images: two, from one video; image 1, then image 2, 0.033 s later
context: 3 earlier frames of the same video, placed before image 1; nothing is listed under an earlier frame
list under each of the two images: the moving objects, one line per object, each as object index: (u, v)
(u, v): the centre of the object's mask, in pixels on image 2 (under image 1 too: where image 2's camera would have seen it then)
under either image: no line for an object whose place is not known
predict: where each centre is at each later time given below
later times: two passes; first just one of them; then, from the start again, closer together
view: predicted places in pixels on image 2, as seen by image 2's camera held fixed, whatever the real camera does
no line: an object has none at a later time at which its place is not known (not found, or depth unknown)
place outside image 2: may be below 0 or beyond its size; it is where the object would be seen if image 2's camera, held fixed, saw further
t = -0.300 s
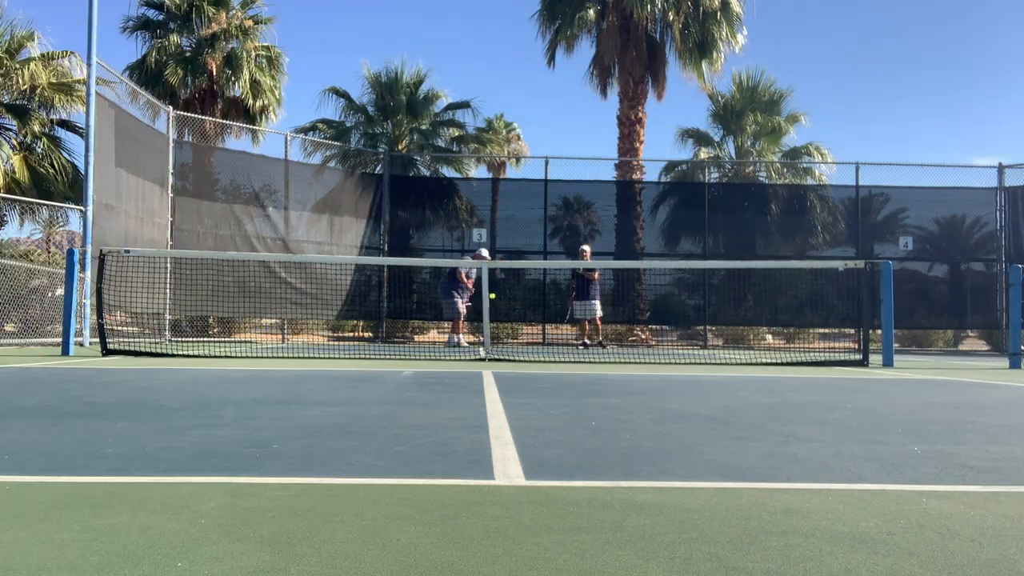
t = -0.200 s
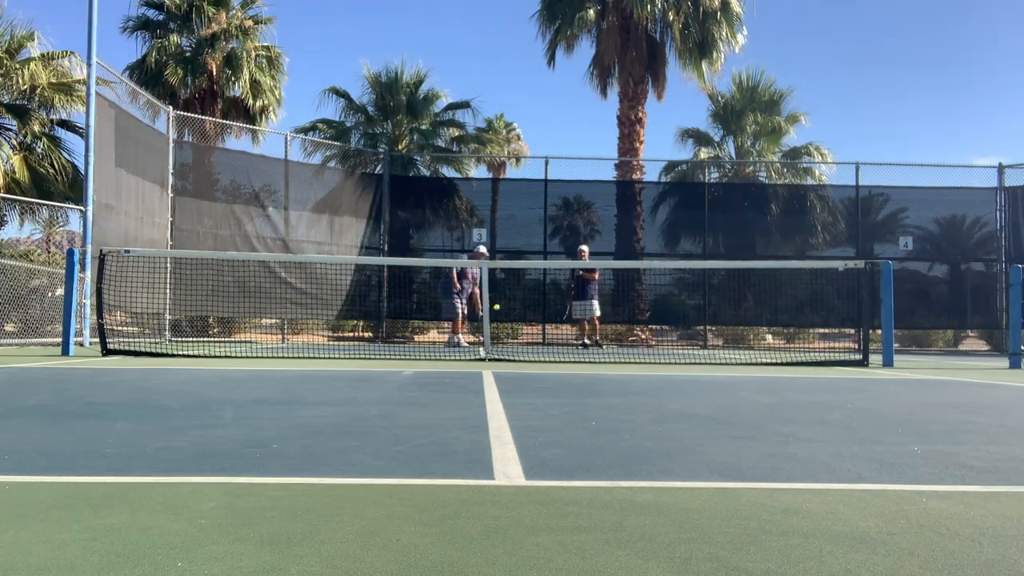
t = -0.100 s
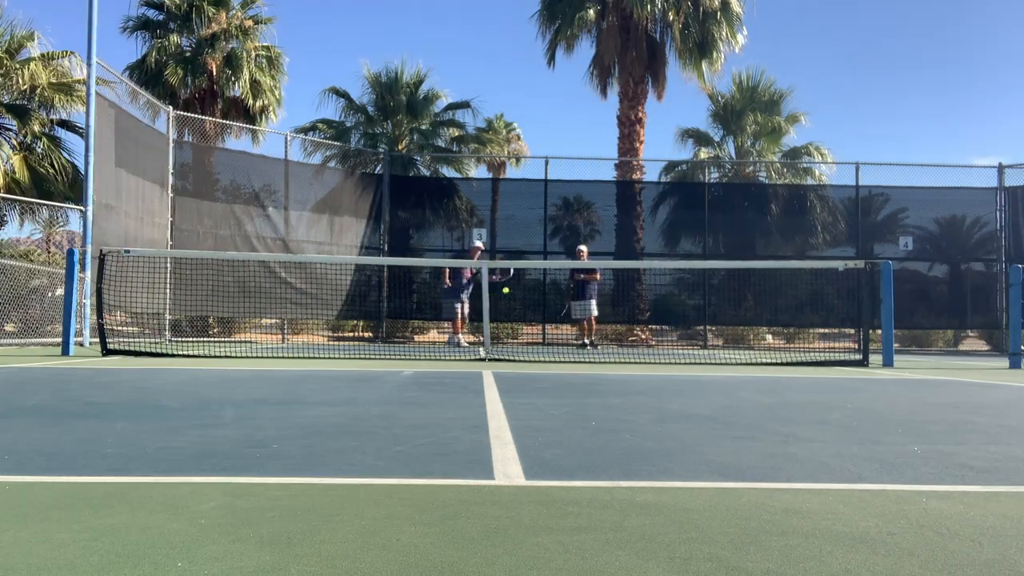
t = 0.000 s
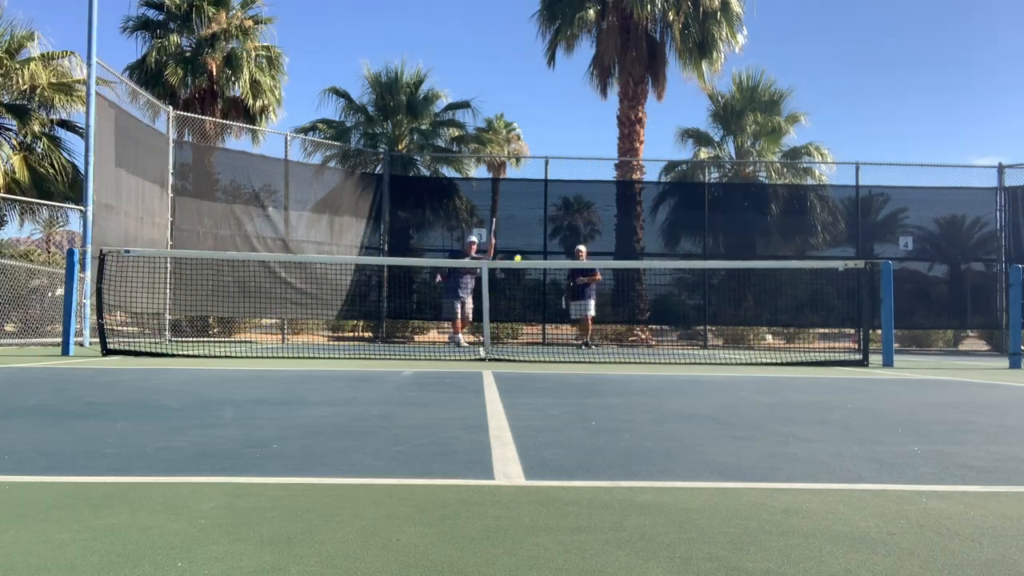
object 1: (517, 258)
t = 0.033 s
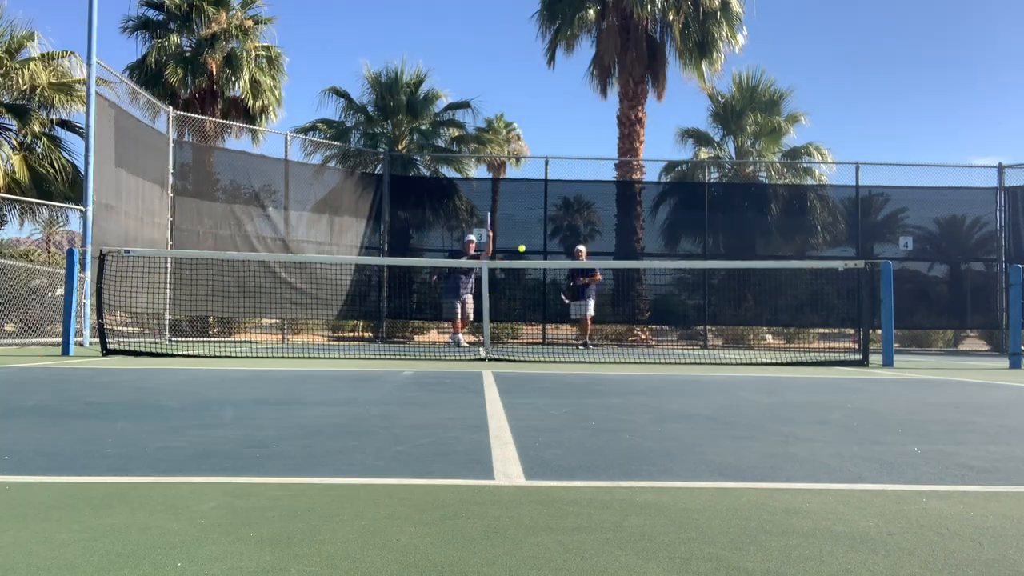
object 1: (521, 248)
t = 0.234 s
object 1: (548, 202)
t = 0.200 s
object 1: (543, 208)
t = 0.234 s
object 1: (548, 202)
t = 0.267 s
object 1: (553, 197)
